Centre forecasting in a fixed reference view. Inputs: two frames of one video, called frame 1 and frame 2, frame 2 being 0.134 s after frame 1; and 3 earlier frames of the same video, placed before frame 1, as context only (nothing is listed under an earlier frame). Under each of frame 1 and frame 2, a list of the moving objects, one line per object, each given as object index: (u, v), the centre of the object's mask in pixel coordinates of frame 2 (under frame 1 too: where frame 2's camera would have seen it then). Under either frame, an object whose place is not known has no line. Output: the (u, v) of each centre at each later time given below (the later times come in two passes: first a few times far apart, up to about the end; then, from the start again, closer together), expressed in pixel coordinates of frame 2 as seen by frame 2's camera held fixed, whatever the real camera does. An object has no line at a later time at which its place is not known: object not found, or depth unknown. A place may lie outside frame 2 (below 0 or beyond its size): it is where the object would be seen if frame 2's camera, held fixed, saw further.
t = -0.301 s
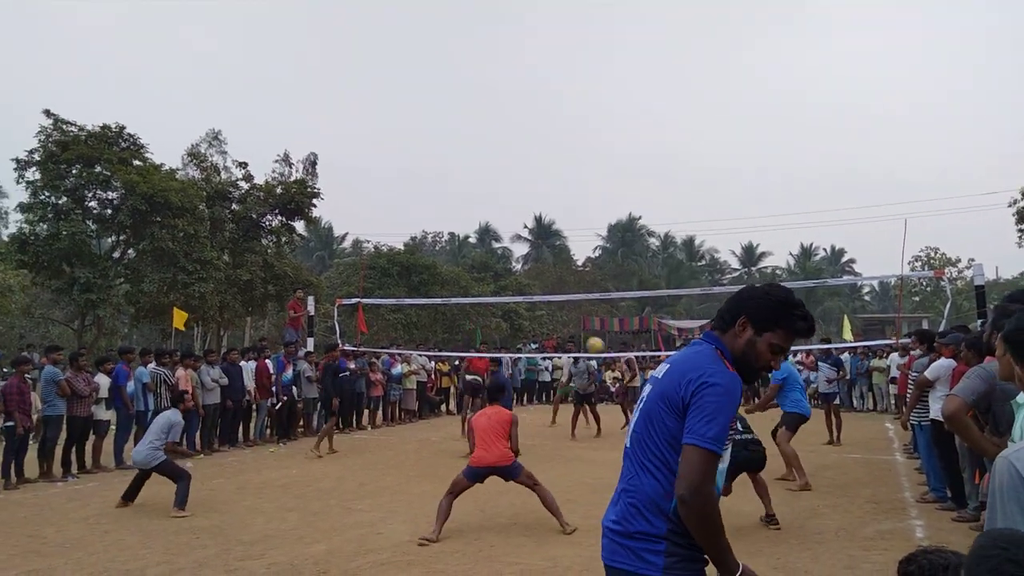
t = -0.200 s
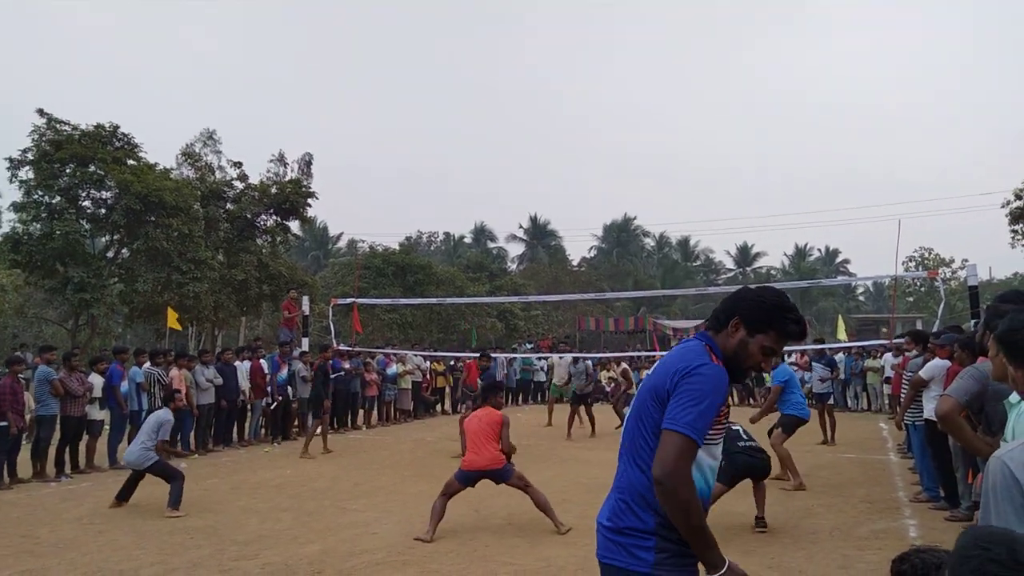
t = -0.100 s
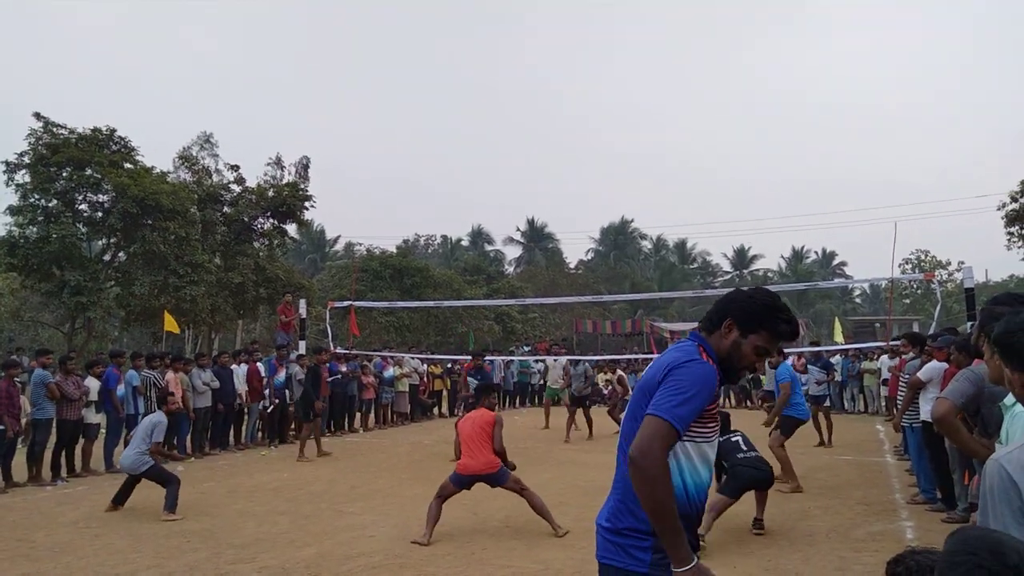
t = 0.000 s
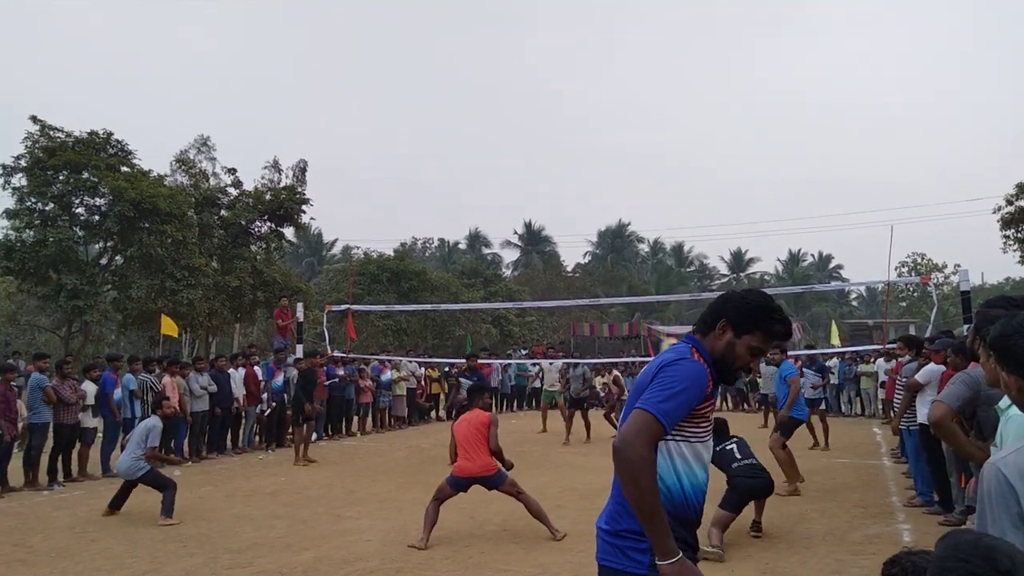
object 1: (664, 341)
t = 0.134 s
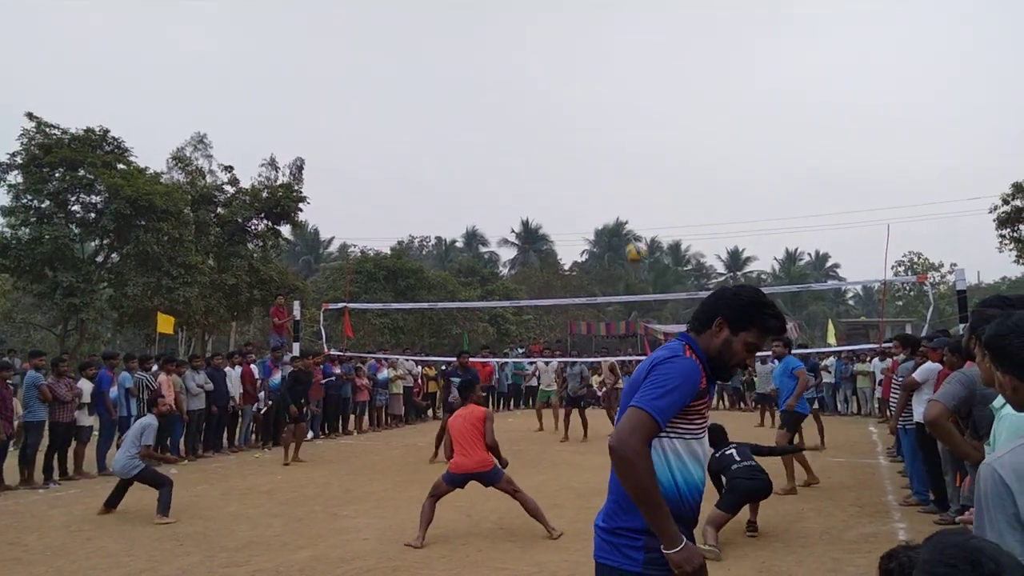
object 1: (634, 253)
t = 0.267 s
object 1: (608, 188)
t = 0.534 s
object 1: (566, 122)
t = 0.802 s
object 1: (533, 115)
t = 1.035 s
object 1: (508, 146)
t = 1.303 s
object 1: (486, 213)
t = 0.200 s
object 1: (621, 217)
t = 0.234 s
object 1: (614, 202)
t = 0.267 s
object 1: (608, 188)
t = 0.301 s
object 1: (602, 176)
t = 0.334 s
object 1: (597, 165)
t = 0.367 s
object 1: (591, 155)
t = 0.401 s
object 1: (585, 146)
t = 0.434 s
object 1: (580, 138)
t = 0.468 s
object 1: (575, 132)
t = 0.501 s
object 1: (570, 126)
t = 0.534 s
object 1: (566, 122)
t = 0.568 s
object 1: (562, 118)
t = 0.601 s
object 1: (557, 115)
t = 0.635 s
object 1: (553, 114)
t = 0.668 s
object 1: (549, 112)
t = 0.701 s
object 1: (544, 112)
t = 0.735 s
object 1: (540, 113)
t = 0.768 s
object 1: (536, 114)
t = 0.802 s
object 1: (533, 115)
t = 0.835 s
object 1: (529, 118)
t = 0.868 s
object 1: (525, 121)
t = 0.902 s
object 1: (522, 125)
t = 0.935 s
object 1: (518, 130)
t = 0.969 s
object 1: (515, 135)
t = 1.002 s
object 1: (511, 140)
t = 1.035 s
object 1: (508, 146)
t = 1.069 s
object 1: (505, 153)
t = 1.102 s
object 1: (502, 160)
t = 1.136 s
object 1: (499, 168)
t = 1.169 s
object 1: (497, 176)
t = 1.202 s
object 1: (494, 184)
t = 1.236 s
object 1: (491, 193)
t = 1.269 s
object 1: (489, 203)
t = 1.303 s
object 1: (486, 213)
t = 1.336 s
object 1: (484, 224)
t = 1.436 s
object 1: (476, 256)
